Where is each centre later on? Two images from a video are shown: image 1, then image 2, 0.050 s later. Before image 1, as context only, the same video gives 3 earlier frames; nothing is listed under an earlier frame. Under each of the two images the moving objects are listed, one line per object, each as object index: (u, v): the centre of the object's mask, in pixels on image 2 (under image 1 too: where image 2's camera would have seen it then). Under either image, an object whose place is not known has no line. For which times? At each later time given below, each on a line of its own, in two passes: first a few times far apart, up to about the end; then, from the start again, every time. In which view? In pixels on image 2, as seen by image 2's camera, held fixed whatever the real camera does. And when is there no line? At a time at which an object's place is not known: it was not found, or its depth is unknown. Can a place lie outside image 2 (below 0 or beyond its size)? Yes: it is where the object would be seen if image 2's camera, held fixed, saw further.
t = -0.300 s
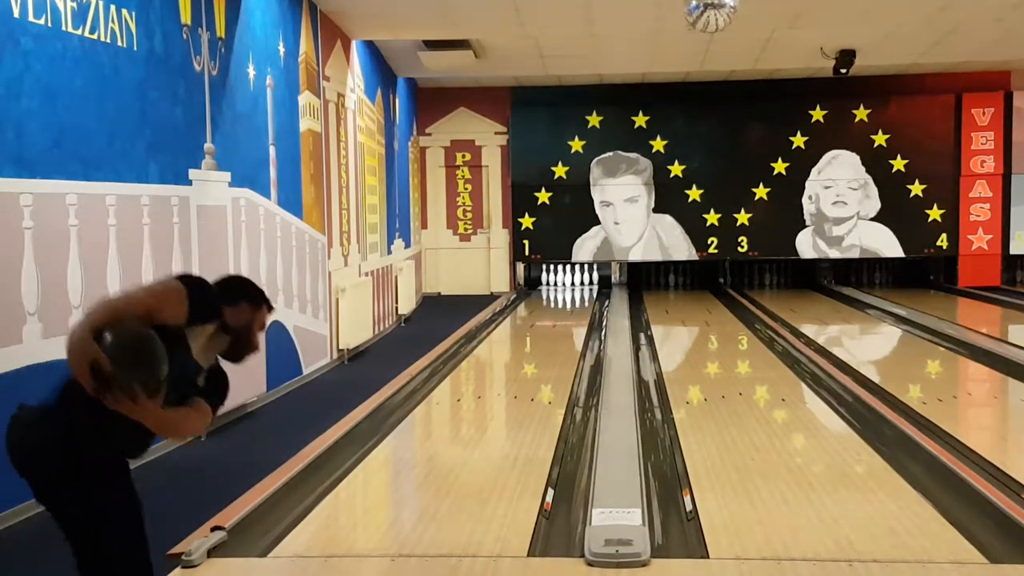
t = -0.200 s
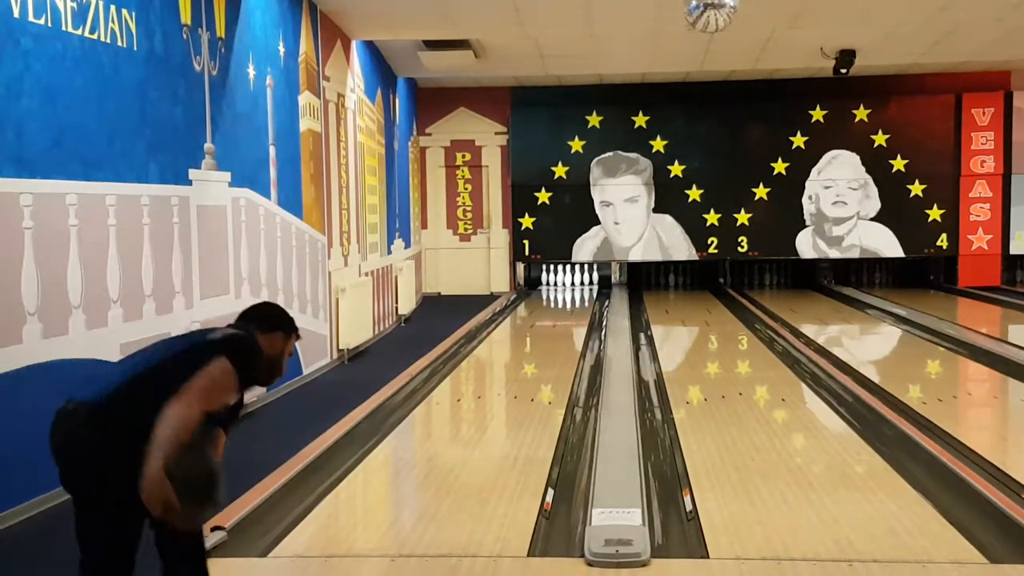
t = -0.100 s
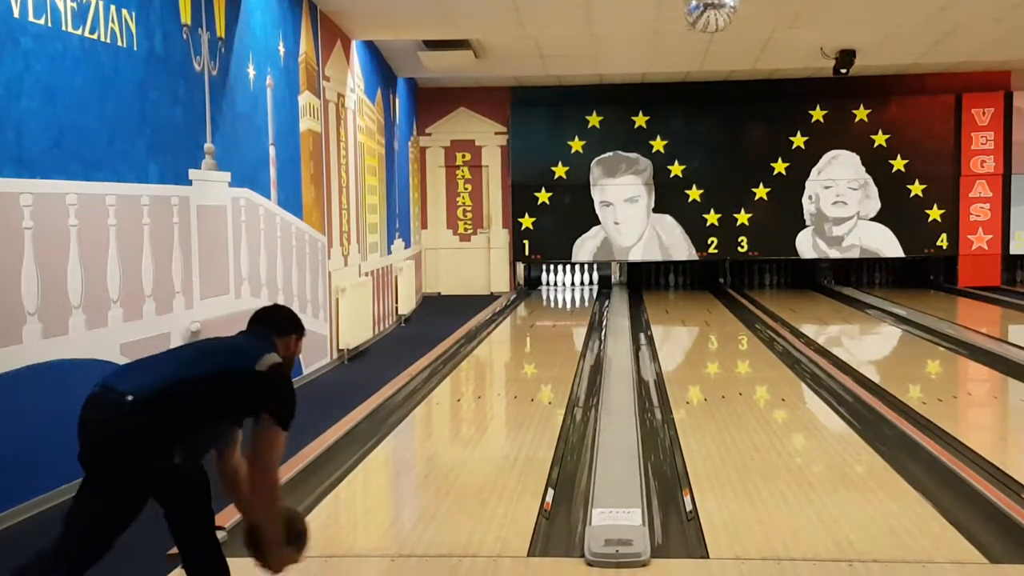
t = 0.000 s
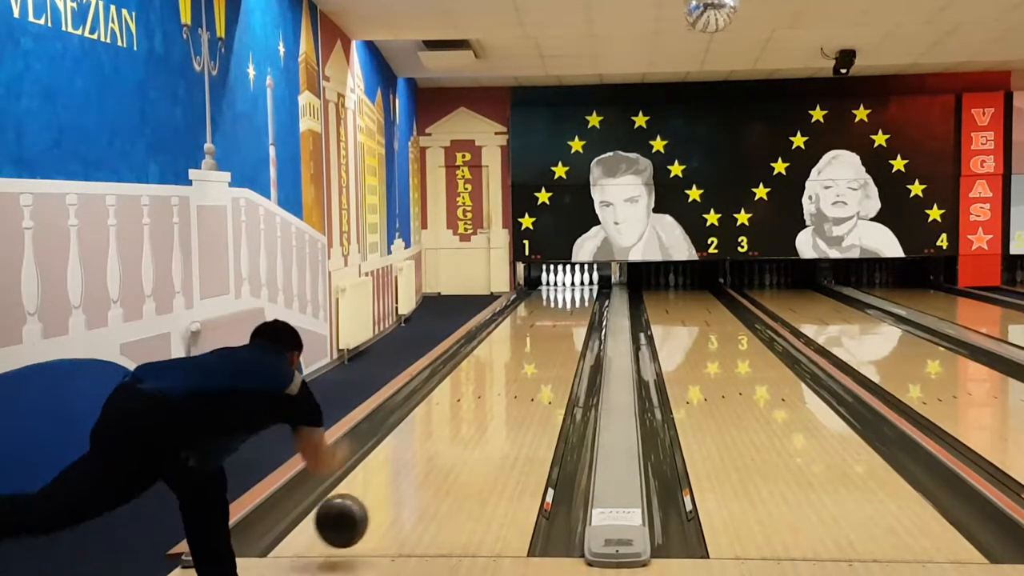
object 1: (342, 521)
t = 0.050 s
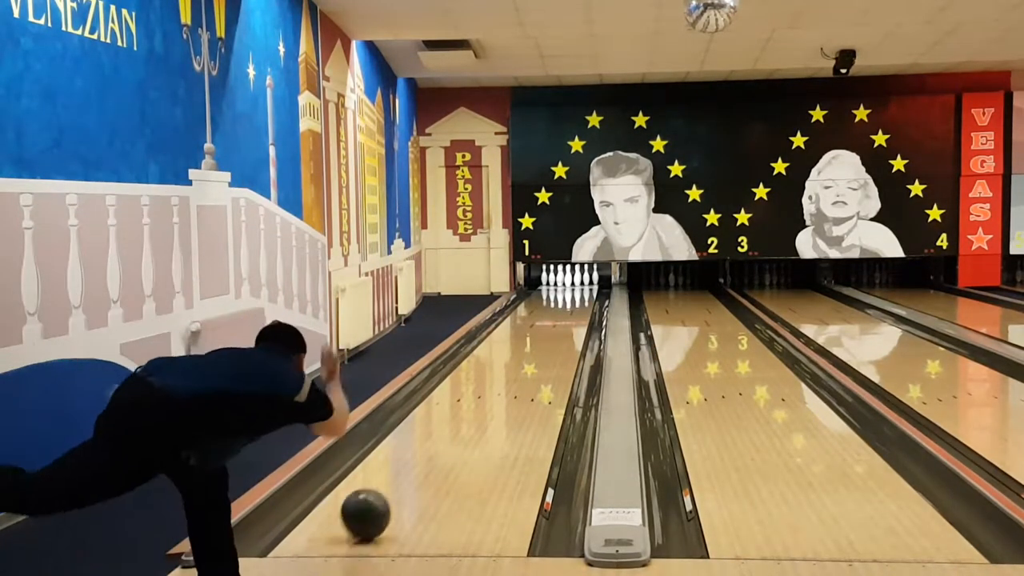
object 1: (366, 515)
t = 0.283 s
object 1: (443, 441)
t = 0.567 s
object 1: (499, 389)
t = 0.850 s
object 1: (532, 356)
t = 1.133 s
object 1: (555, 333)
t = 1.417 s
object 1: (570, 317)
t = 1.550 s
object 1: (575, 310)
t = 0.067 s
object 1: (373, 505)
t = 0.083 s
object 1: (380, 498)
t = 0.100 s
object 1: (386, 492)
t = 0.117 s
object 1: (393, 487)
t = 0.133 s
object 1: (399, 482)
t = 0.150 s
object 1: (404, 478)
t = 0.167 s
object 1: (410, 472)
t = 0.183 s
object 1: (415, 467)
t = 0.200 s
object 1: (420, 463)
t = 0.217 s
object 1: (425, 458)
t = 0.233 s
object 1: (430, 454)
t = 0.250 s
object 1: (435, 449)
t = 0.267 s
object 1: (439, 445)
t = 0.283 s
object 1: (443, 441)
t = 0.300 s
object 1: (448, 437)
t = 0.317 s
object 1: (452, 433)
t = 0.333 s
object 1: (456, 429)
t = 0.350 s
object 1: (459, 426)
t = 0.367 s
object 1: (463, 422)
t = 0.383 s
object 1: (466, 419)
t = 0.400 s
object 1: (470, 416)
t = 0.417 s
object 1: (473, 412)
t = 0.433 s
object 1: (476, 410)
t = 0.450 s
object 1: (479, 407)
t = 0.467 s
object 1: (482, 404)
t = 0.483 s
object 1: (485, 401)
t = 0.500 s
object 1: (488, 398)
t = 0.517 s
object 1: (491, 396)
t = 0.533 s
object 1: (493, 393)
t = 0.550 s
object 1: (496, 391)
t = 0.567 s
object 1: (499, 389)
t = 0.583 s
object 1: (501, 386)
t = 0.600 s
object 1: (504, 384)
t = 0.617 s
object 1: (506, 382)
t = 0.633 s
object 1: (508, 380)
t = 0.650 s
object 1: (510, 377)
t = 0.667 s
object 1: (512, 375)
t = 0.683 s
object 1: (514, 374)
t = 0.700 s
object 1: (516, 372)
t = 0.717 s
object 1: (518, 369)
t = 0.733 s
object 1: (520, 368)
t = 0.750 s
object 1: (522, 366)
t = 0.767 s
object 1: (524, 364)
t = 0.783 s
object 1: (525, 362)
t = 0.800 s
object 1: (527, 361)
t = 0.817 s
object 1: (529, 359)
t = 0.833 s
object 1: (531, 357)
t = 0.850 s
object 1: (532, 356)
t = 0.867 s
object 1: (534, 354)
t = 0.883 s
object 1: (535, 353)
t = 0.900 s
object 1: (537, 351)
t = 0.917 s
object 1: (538, 350)
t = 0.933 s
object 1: (540, 349)
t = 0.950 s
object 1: (541, 347)
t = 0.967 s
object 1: (542, 345)
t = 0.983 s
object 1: (543, 344)
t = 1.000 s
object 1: (545, 343)
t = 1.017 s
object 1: (547, 342)
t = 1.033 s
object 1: (548, 341)
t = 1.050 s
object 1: (549, 339)
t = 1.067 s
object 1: (550, 338)
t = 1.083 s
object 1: (551, 336)
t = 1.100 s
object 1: (553, 335)
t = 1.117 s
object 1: (554, 334)
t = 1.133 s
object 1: (555, 333)
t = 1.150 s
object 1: (556, 332)
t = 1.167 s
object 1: (557, 331)
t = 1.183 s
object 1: (558, 330)
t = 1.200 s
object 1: (559, 329)
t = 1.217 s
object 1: (560, 328)
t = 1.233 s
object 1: (561, 327)
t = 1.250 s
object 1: (562, 326)
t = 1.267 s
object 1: (563, 325)
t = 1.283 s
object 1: (563, 325)
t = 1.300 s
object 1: (564, 323)
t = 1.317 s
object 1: (565, 323)
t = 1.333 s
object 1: (566, 321)
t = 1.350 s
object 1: (567, 320)
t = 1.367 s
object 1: (568, 319)
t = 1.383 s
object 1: (568, 318)
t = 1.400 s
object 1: (570, 317)
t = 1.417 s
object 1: (570, 317)
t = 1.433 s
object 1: (571, 316)
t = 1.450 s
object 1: (571, 315)
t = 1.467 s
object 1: (572, 314)
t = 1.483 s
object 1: (573, 313)
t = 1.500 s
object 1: (574, 312)
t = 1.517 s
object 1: (574, 311)
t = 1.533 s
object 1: (575, 311)
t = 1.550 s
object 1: (575, 310)
